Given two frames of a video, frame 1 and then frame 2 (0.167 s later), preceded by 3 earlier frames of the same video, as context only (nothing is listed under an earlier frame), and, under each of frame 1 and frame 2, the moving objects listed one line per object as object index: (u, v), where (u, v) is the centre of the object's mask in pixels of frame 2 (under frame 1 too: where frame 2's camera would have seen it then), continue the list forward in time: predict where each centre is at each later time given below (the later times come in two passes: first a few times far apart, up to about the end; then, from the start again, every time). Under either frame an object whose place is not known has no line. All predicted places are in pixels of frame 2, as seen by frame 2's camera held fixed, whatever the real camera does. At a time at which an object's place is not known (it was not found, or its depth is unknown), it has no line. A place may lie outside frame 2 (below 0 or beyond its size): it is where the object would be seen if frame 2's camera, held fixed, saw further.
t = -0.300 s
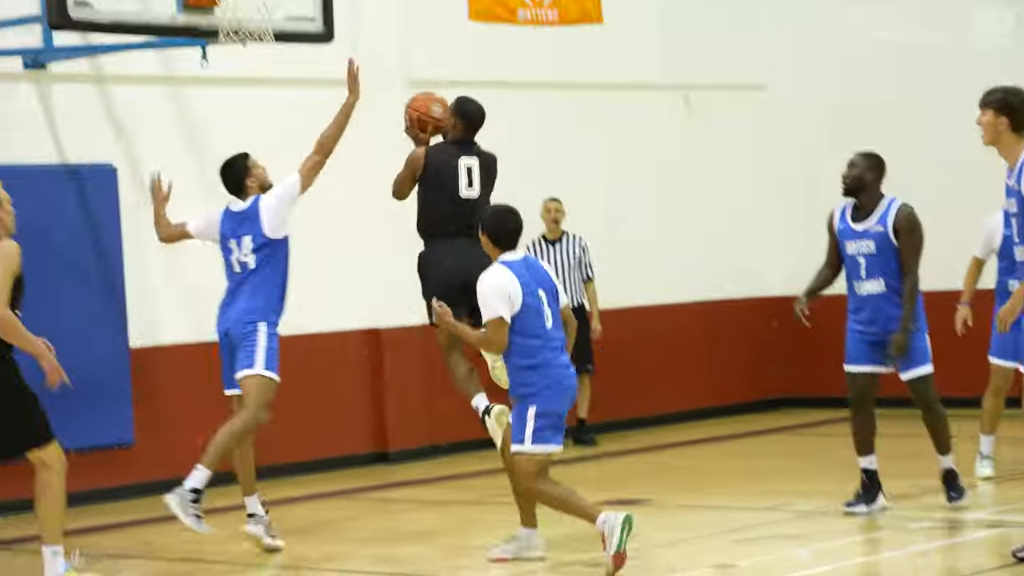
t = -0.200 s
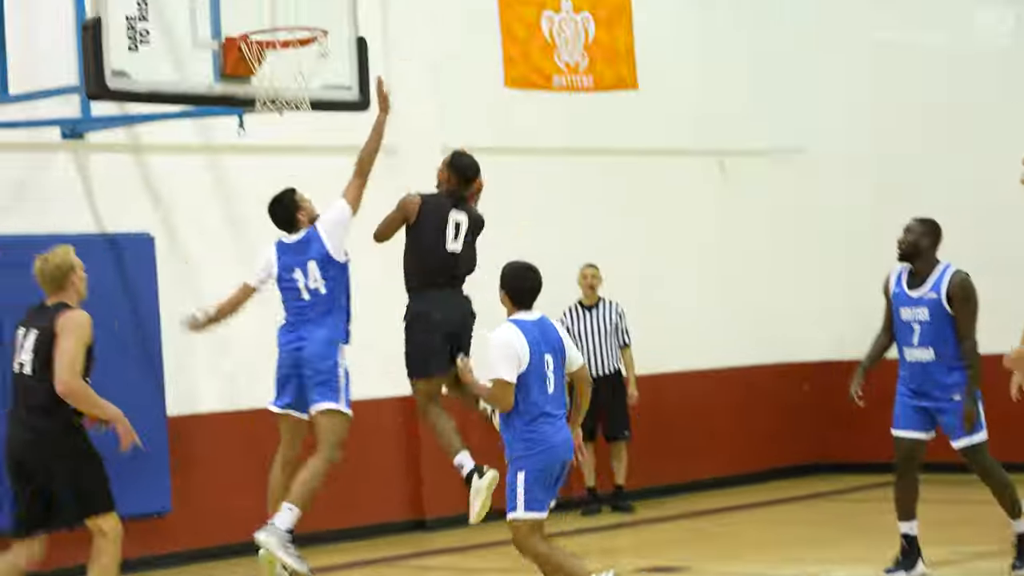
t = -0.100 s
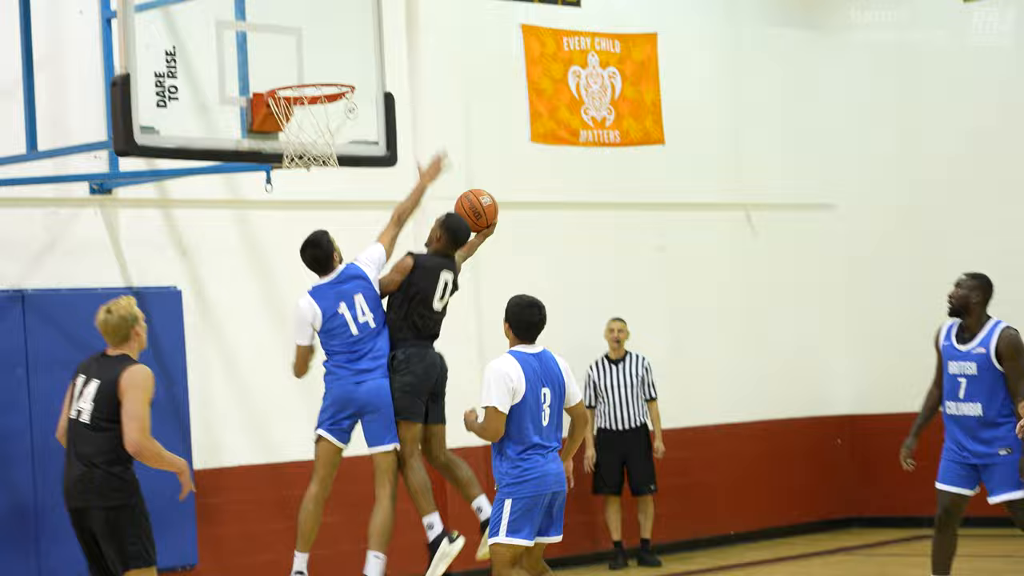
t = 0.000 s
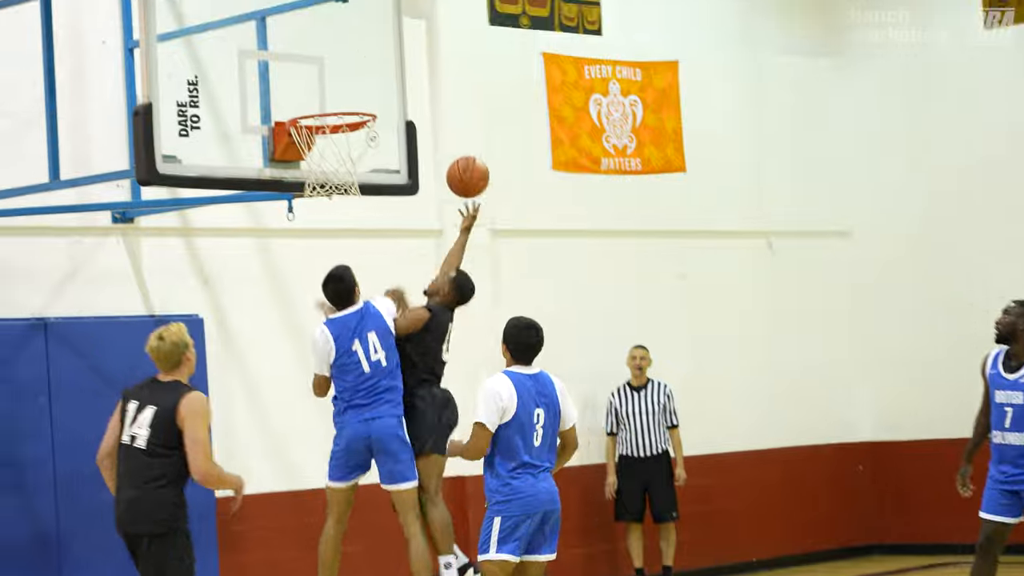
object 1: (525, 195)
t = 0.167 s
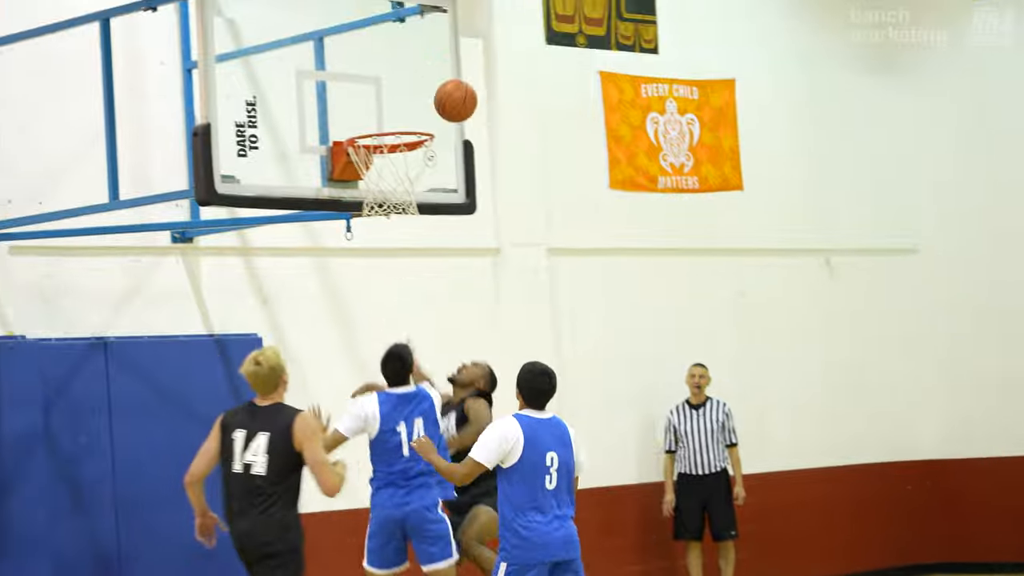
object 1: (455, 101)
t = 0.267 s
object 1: (415, 67)
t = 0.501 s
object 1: (381, 50)
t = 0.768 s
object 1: (392, 123)
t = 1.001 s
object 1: (370, 203)
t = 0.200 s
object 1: (442, 87)
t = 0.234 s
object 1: (428, 76)
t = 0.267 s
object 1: (415, 67)
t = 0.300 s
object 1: (402, 59)
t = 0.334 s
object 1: (389, 54)
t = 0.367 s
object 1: (378, 50)
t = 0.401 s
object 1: (378, 47)
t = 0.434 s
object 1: (379, 46)
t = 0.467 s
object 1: (380, 47)
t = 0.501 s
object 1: (381, 50)
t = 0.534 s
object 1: (381, 55)
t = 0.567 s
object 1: (383, 62)
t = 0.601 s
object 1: (384, 71)
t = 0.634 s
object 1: (385, 82)
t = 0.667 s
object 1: (387, 96)
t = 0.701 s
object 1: (389, 111)
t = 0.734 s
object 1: (391, 121)
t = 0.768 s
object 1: (392, 123)
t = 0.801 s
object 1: (393, 140)
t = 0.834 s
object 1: (394, 150)
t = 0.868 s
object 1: (391, 156)
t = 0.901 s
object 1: (384, 166)
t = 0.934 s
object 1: (379, 178)
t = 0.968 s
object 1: (374, 191)
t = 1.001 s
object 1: (370, 203)
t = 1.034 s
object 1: (366, 221)
